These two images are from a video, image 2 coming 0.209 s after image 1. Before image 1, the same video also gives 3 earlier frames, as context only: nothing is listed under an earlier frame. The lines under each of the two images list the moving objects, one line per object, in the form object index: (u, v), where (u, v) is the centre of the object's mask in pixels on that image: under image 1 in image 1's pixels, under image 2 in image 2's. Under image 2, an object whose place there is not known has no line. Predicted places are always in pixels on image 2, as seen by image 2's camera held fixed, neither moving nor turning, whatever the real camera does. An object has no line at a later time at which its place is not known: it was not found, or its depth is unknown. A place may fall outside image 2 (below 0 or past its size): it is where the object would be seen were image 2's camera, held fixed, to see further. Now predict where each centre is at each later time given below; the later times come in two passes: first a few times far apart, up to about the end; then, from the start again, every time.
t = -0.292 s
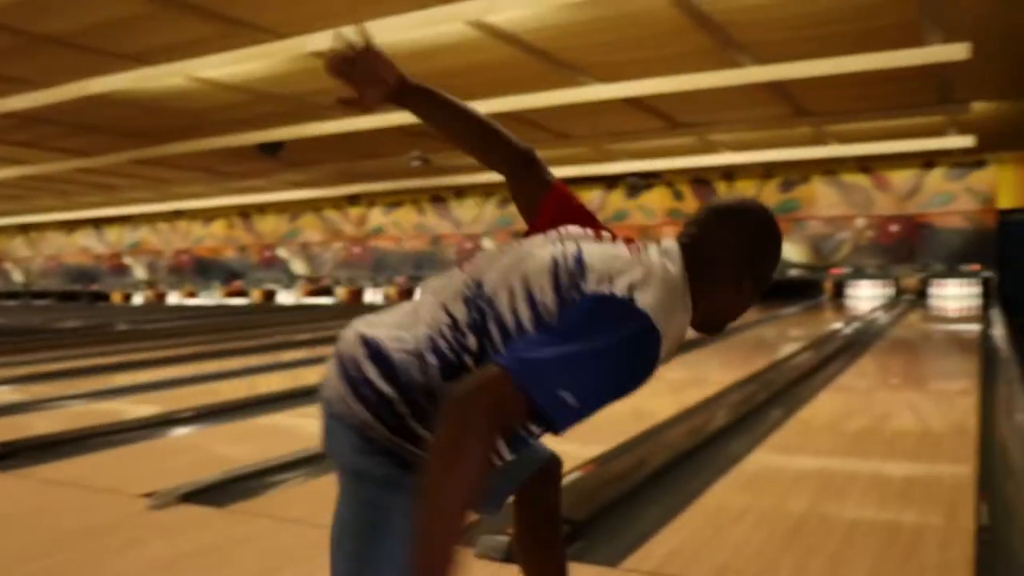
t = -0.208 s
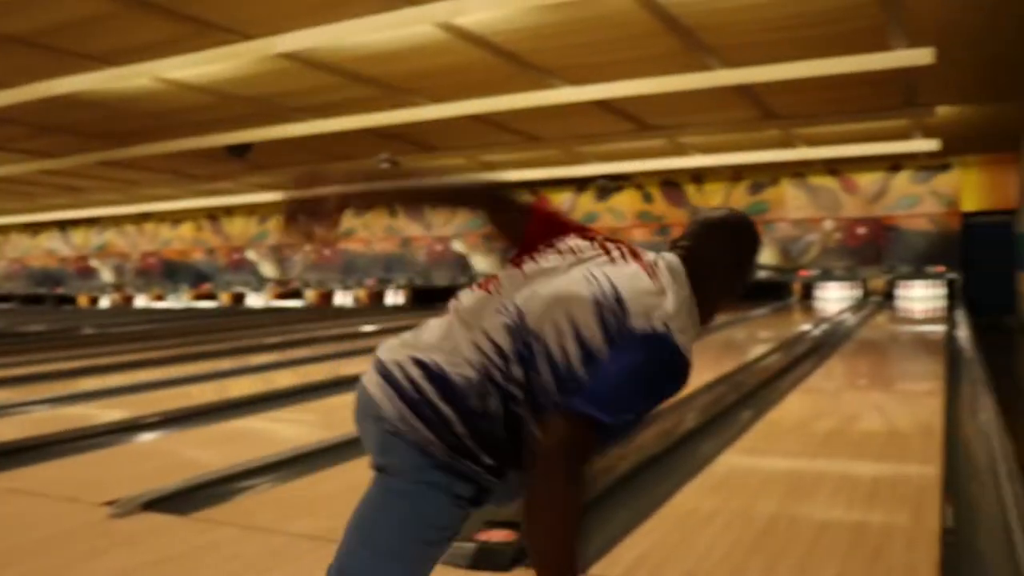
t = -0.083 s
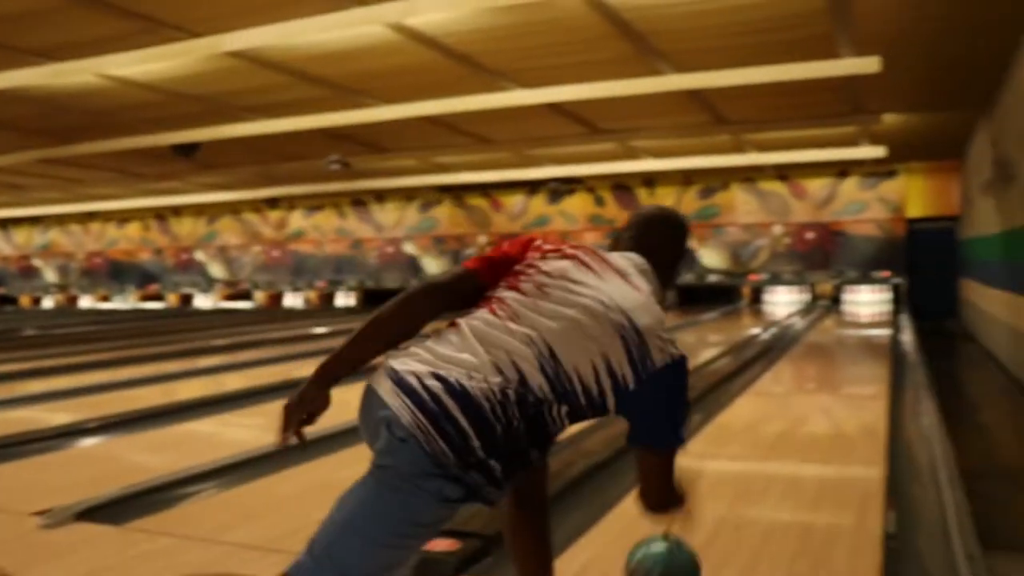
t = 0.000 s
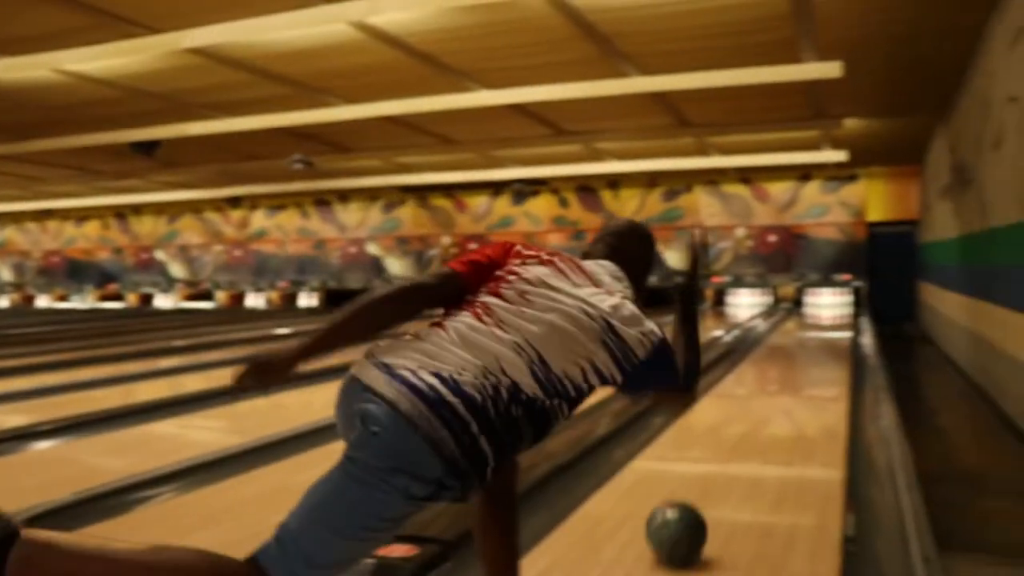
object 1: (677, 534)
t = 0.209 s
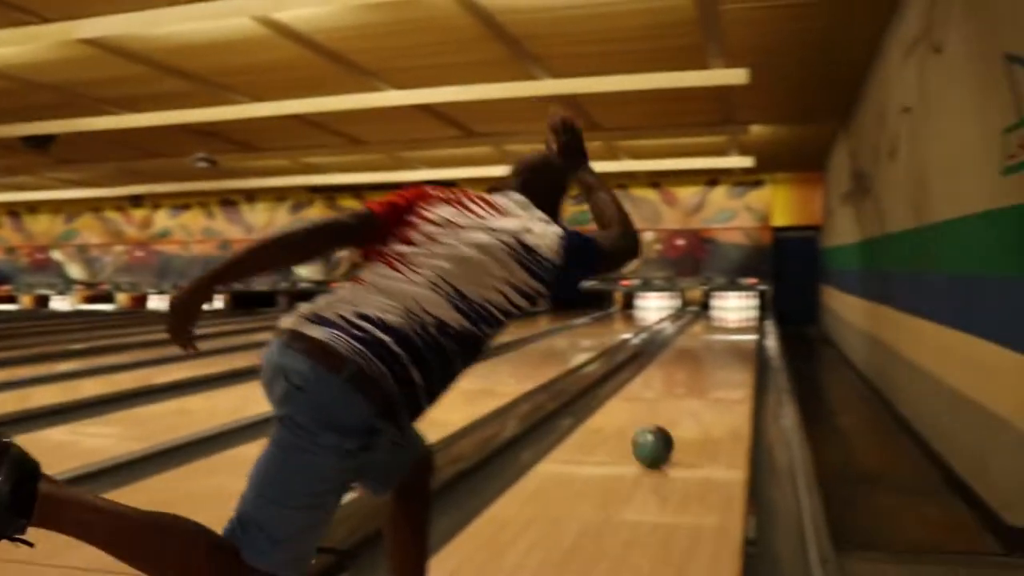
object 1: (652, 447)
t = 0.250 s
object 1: (662, 435)
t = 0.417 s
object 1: (688, 399)
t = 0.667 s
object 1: (711, 367)
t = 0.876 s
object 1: (722, 349)
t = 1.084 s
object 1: (731, 337)
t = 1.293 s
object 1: (737, 328)
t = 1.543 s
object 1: (739, 319)
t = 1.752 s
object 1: (740, 314)
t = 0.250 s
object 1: (662, 435)
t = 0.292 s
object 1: (669, 424)
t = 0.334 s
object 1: (676, 415)
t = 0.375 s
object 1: (682, 407)
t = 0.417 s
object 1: (688, 399)
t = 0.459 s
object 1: (692, 393)
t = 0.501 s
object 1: (697, 387)
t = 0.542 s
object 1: (701, 381)
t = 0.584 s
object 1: (705, 376)
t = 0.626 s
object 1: (708, 372)
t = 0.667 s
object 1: (711, 367)
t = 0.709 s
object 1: (715, 364)
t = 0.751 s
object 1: (717, 359)
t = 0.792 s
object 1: (719, 356)
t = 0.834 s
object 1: (720, 352)
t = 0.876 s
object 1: (722, 349)
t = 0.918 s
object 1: (725, 346)
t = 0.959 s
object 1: (727, 344)
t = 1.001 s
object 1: (729, 342)
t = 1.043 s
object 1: (731, 339)
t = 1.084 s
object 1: (731, 337)
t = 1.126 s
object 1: (733, 335)
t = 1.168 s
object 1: (734, 333)
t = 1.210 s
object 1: (735, 331)
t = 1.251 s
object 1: (737, 329)
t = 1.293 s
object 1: (737, 328)
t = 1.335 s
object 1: (738, 327)
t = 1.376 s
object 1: (739, 324)
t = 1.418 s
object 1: (739, 323)
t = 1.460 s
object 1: (739, 321)
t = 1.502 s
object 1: (740, 320)
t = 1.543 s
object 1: (739, 319)
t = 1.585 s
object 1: (740, 318)
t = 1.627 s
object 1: (740, 317)
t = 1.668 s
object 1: (740, 316)
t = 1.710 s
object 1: (739, 315)
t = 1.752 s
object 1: (740, 314)
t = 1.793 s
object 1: (740, 314)
